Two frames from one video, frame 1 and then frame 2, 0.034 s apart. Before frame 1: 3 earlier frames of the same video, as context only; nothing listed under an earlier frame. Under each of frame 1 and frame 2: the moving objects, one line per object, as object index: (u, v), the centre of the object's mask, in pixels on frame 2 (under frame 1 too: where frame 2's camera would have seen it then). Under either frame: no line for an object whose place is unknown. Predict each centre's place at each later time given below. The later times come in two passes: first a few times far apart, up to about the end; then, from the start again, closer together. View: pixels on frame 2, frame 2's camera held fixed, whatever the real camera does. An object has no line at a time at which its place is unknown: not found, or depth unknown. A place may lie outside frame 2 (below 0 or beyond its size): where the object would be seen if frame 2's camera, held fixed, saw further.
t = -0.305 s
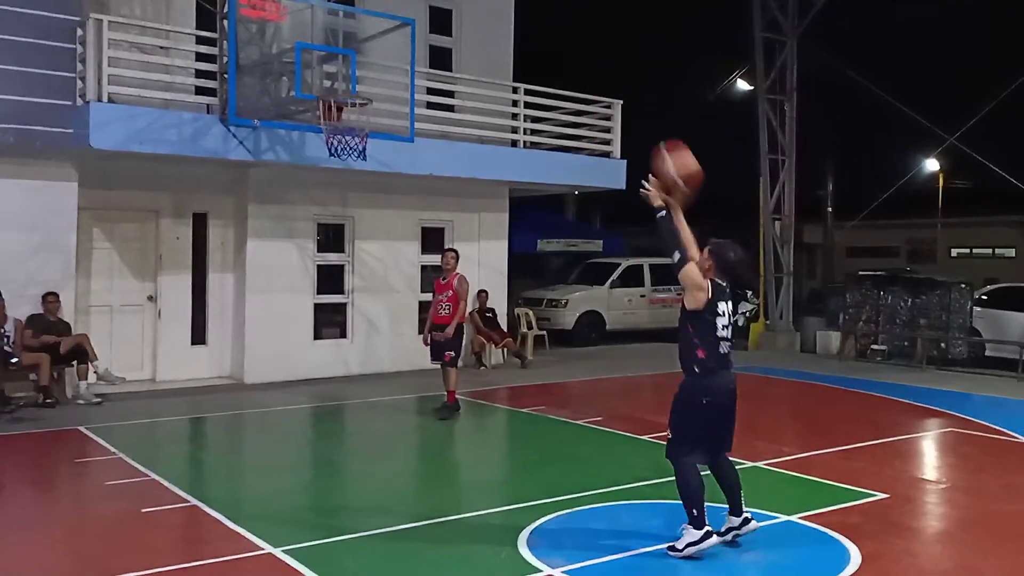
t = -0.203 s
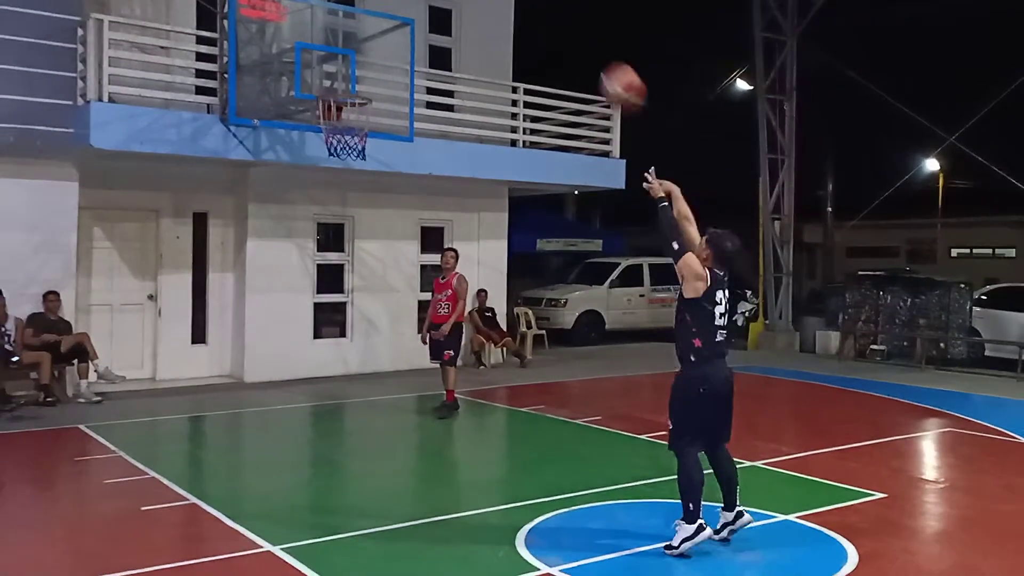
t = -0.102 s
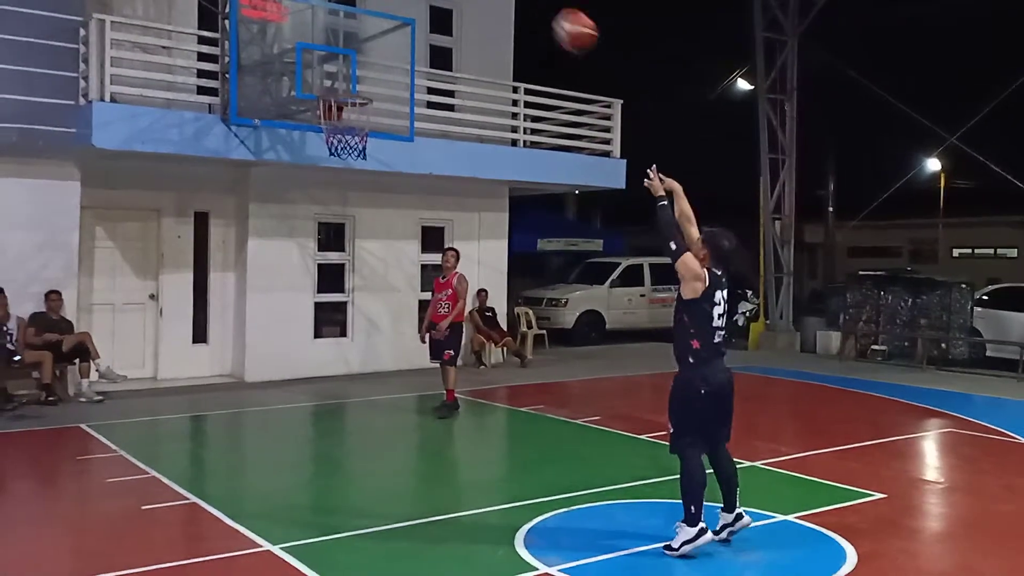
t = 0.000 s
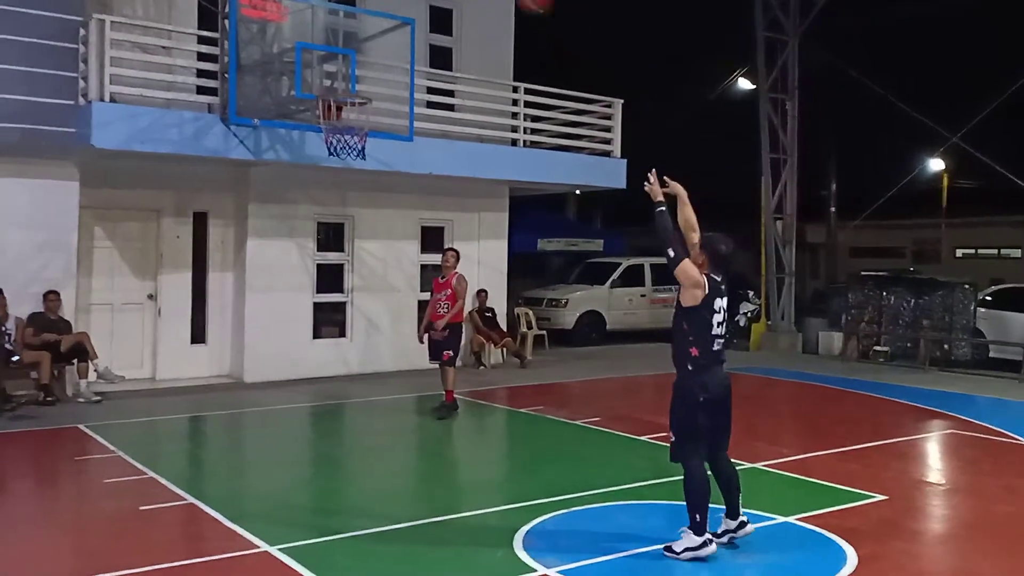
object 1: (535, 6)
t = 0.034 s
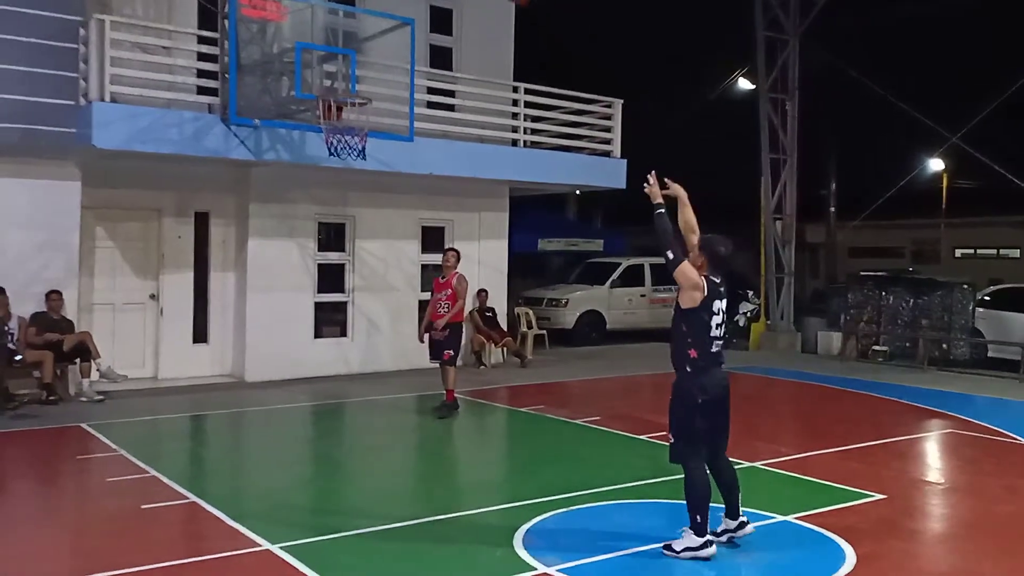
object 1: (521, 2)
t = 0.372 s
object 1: (407, -2)
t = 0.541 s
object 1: (363, 36)
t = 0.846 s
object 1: (344, 121)
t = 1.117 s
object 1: (309, 170)
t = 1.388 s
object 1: (274, 294)
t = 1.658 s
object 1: (248, 368)
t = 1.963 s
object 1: (246, 251)
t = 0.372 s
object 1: (407, -2)
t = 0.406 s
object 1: (398, 0)
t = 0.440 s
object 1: (389, 4)
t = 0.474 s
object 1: (380, 13)
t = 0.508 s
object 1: (372, 24)
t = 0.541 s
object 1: (363, 36)
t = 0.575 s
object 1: (355, 49)
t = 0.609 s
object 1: (347, 62)
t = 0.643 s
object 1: (339, 76)
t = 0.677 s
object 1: (332, 88)
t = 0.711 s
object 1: (342, 99)
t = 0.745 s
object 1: (356, 106)
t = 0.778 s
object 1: (356, 108)
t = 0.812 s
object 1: (348, 115)
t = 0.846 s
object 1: (344, 121)
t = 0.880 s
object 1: (341, 127)
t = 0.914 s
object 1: (334, 134)
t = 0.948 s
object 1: (329, 136)
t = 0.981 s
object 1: (325, 139)
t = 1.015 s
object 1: (321, 147)
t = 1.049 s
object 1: (317, 153)
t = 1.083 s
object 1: (313, 161)
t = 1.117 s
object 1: (309, 170)
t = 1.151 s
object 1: (304, 181)
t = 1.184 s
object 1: (302, 192)
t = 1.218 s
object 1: (296, 207)
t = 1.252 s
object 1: (292, 222)
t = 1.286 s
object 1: (288, 237)
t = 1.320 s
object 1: (283, 255)
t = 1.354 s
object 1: (278, 274)
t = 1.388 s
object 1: (274, 294)
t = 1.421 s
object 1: (269, 316)
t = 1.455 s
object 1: (264, 339)
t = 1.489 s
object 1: (259, 364)
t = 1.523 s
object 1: (253, 390)
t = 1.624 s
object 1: (248, 387)
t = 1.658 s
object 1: (248, 368)
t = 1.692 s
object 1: (248, 351)
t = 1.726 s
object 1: (248, 334)
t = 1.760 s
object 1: (248, 319)
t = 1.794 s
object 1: (247, 304)
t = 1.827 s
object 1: (247, 291)
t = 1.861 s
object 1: (247, 280)
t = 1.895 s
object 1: (247, 268)
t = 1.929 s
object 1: (246, 259)
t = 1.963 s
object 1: (246, 251)
